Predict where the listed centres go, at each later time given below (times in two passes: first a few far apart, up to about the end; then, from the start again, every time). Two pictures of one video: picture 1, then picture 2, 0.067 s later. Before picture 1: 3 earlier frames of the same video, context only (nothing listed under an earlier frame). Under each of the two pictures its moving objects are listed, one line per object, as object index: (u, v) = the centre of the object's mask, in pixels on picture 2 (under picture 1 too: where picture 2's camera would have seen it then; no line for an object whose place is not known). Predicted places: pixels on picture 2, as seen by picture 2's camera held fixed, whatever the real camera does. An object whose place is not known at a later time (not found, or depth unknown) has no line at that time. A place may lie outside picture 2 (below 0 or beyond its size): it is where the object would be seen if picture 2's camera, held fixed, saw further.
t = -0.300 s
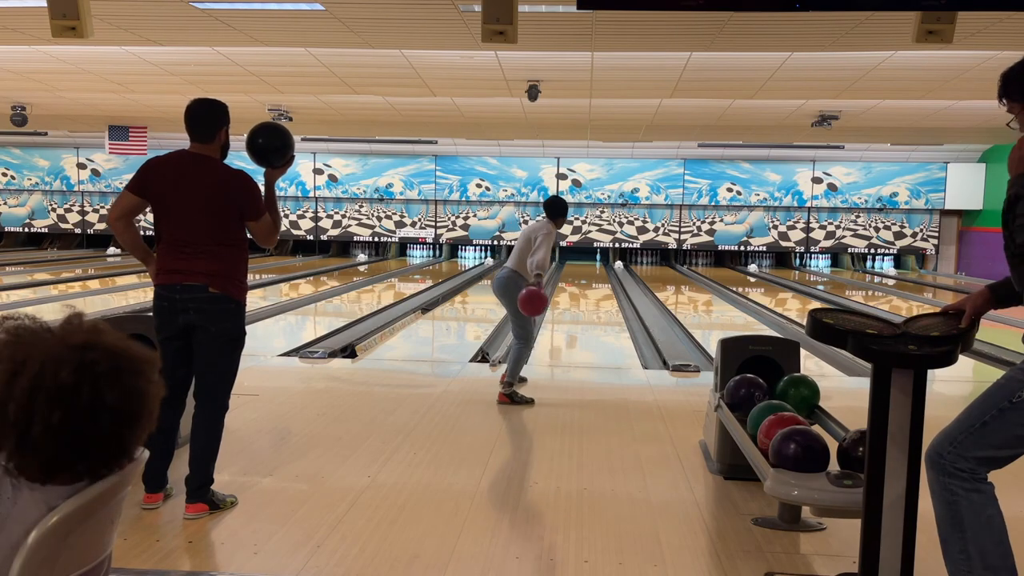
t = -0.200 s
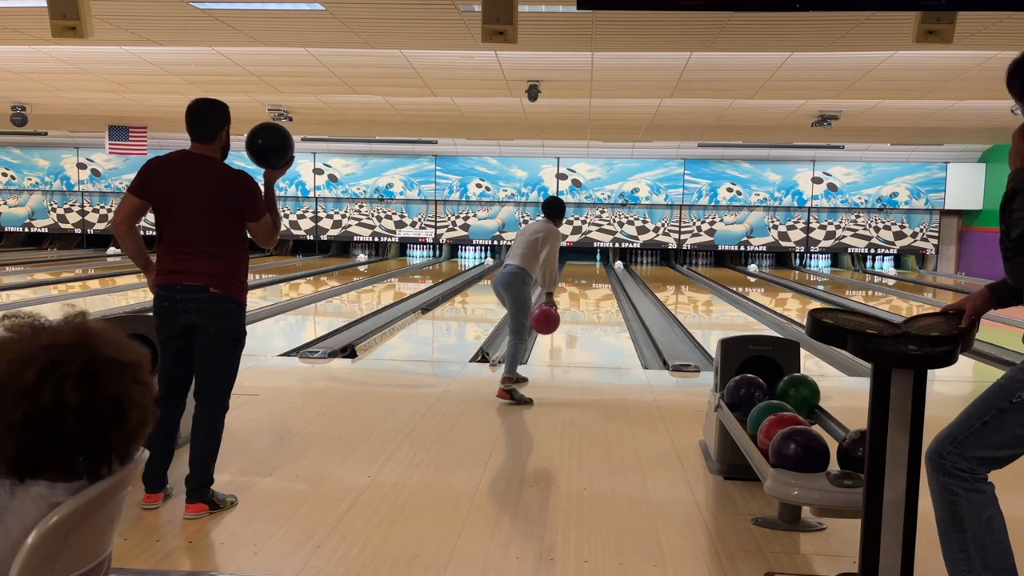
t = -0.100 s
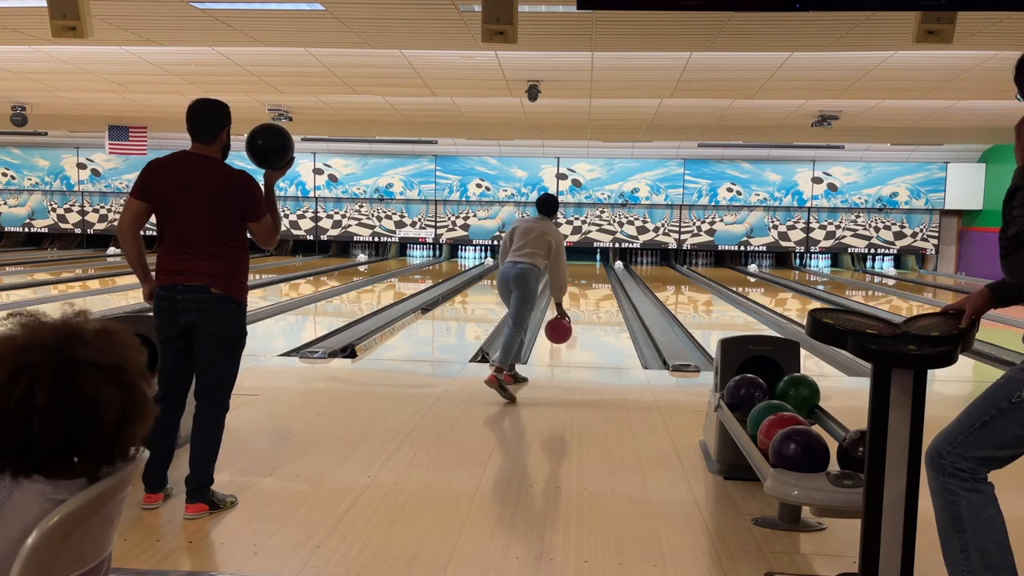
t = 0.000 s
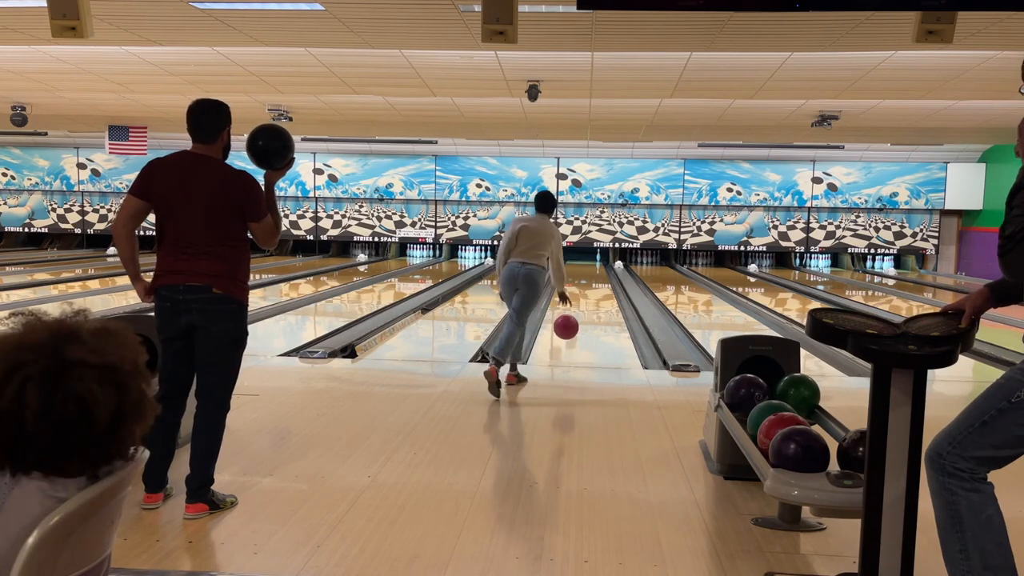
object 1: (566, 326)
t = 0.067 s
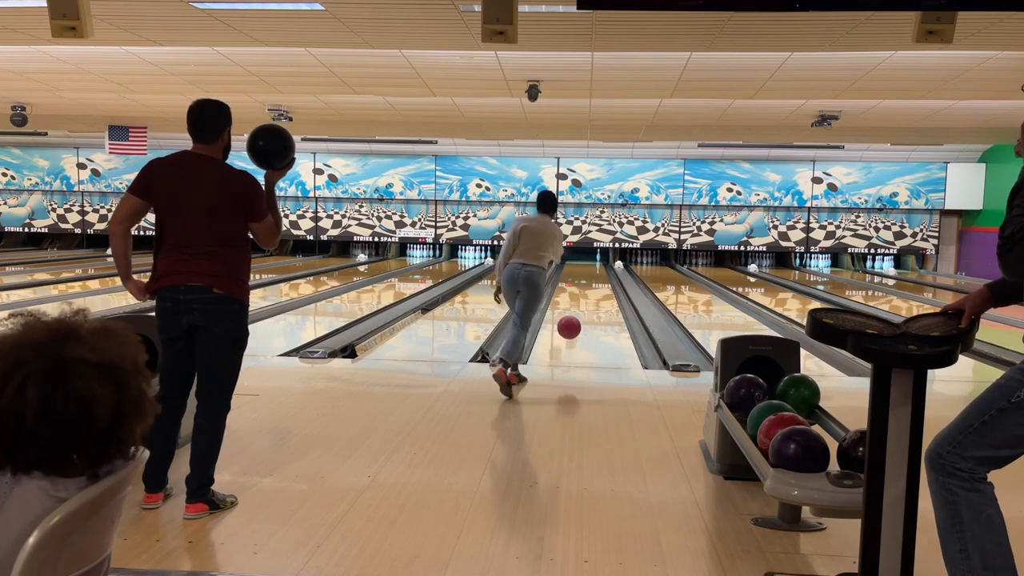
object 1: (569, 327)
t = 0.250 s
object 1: (575, 337)
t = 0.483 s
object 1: (582, 320)
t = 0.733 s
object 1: (587, 306)
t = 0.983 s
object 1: (591, 296)
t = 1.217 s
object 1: (594, 289)
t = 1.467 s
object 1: (596, 282)
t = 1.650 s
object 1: (598, 279)
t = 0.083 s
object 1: (569, 328)
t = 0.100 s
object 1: (570, 329)
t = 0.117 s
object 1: (571, 330)
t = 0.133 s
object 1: (571, 331)
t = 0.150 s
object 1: (572, 333)
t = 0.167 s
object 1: (572, 335)
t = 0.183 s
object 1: (573, 338)
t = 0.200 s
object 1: (574, 340)
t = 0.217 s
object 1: (574, 340)
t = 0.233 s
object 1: (575, 338)
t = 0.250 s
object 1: (575, 337)
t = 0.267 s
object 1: (576, 335)
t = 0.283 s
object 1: (576, 334)
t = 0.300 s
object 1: (577, 333)
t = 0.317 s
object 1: (577, 332)
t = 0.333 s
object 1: (578, 331)
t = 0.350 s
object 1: (578, 329)
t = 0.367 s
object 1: (579, 328)
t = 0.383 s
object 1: (579, 327)
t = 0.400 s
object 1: (580, 326)
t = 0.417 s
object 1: (580, 324)
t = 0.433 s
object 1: (581, 323)
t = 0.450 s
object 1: (581, 322)
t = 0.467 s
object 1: (582, 321)
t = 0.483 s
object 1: (582, 320)
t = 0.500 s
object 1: (582, 319)
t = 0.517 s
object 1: (583, 318)
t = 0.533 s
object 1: (583, 317)
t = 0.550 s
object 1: (584, 316)
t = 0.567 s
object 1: (584, 315)
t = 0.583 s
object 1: (584, 314)
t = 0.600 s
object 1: (585, 313)
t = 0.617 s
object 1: (585, 312)
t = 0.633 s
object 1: (585, 311)
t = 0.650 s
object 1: (586, 310)
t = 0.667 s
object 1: (586, 310)
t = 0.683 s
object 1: (586, 309)
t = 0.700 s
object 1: (587, 308)
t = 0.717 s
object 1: (587, 307)
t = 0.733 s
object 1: (587, 306)
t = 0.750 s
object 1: (588, 306)
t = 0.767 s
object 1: (588, 305)
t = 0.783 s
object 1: (588, 304)
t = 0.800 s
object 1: (588, 303)
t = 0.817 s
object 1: (589, 303)
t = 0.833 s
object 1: (589, 302)
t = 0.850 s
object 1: (589, 301)
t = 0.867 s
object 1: (589, 301)
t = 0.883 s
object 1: (590, 300)
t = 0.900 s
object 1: (590, 300)
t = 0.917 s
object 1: (590, 299)
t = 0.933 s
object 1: (590, 298)
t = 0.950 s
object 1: (591, 298)
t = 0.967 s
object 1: (591, 297)
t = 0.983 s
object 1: (591, 296)
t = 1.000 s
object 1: (591, 296)
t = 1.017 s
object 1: (591, 295)
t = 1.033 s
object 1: (592, 295)
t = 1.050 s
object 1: (592, 294)
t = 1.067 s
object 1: (592, 294)
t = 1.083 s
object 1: (592, 293)
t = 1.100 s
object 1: (593, 293)
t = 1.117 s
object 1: (593, 292)
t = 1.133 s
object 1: (593, 291)
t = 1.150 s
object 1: (593, 291)
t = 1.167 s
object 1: (593, 290)
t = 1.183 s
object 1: (593, 290)
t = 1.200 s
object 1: (594, 289)
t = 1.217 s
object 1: (594, 289)
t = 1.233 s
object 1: (594, 288)
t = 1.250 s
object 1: (594, 288)
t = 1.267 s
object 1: (594, 287)
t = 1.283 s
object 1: (594, 287)
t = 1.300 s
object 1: (594, 286)
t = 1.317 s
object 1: (595, 286)
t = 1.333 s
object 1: (595, 286)
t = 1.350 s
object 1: (595, 285)
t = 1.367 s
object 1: (595, 285)
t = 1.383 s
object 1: (595, 284)
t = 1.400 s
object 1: (596, 284)
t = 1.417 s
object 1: (596, 283)
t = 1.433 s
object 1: (596, 283)
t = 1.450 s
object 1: (596, 283)
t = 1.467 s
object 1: (596, 282)
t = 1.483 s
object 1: (596, 281)
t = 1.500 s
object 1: (596, 282)
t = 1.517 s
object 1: (597, 281)
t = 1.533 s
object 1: (597, 280)
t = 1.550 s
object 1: (597, 280)
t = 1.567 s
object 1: (597, 280)
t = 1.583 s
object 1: (597, 280)
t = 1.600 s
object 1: (597, 280)
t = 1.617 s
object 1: (598, 279)
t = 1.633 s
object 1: (598, 279)
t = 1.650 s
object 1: (598, 279)
